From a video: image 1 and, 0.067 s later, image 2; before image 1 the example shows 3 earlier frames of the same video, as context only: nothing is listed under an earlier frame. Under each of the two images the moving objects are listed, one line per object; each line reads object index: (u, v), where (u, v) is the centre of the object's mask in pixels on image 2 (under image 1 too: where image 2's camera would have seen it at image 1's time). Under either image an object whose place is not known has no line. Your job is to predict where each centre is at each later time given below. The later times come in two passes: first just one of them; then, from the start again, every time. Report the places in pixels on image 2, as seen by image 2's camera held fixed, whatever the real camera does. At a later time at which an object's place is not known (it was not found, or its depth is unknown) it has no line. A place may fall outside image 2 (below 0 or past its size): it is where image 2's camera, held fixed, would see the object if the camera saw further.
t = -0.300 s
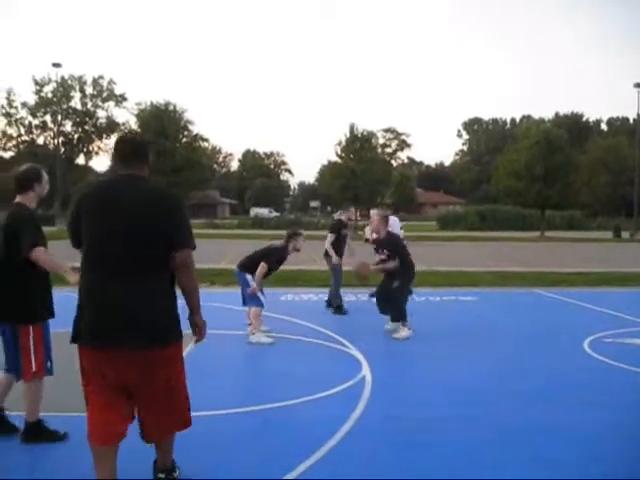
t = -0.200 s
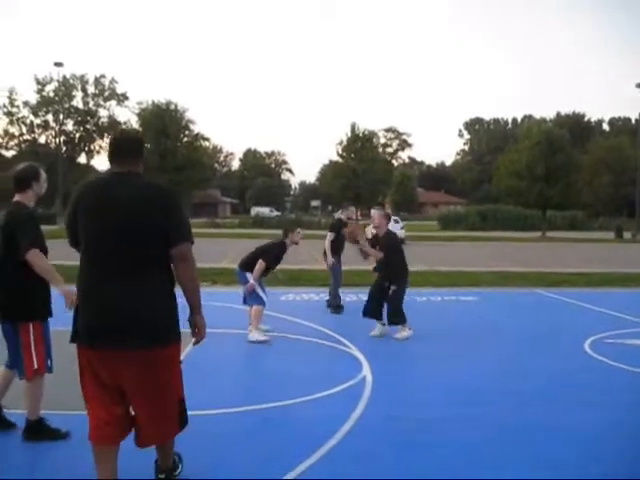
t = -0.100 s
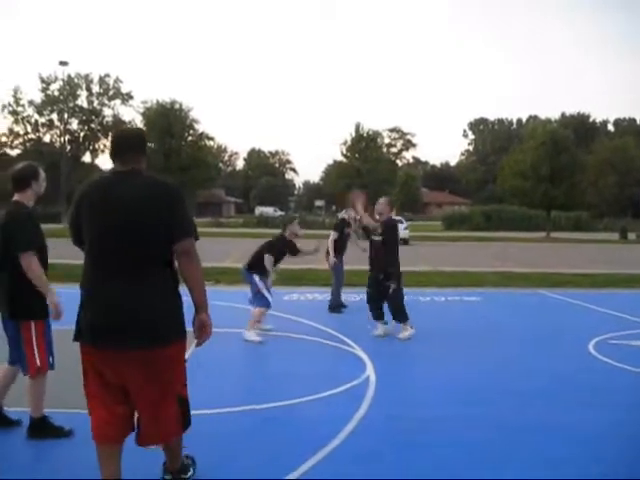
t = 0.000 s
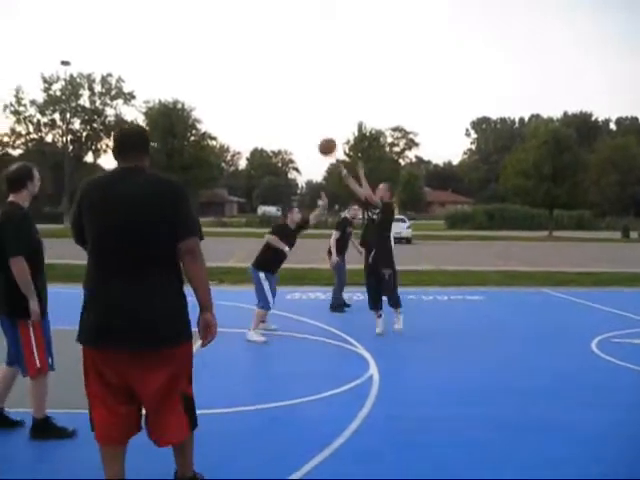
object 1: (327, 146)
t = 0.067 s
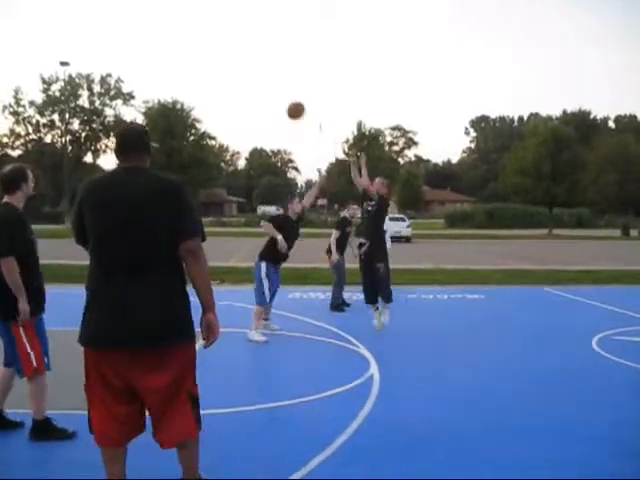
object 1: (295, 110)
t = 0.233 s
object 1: (215, 36)
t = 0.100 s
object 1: (279, 93)
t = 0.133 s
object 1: (263, 77)
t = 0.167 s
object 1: (247, 63)
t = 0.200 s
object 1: (231, 48)
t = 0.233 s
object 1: (215, 36)
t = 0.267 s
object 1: (199, 25)
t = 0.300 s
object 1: (183, 14)
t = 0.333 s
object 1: (167, 4)
